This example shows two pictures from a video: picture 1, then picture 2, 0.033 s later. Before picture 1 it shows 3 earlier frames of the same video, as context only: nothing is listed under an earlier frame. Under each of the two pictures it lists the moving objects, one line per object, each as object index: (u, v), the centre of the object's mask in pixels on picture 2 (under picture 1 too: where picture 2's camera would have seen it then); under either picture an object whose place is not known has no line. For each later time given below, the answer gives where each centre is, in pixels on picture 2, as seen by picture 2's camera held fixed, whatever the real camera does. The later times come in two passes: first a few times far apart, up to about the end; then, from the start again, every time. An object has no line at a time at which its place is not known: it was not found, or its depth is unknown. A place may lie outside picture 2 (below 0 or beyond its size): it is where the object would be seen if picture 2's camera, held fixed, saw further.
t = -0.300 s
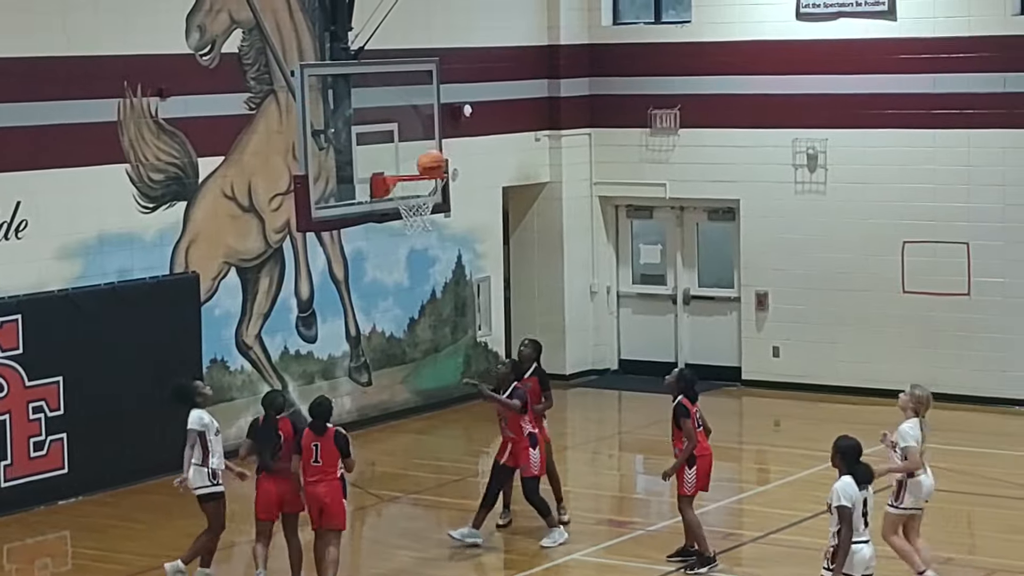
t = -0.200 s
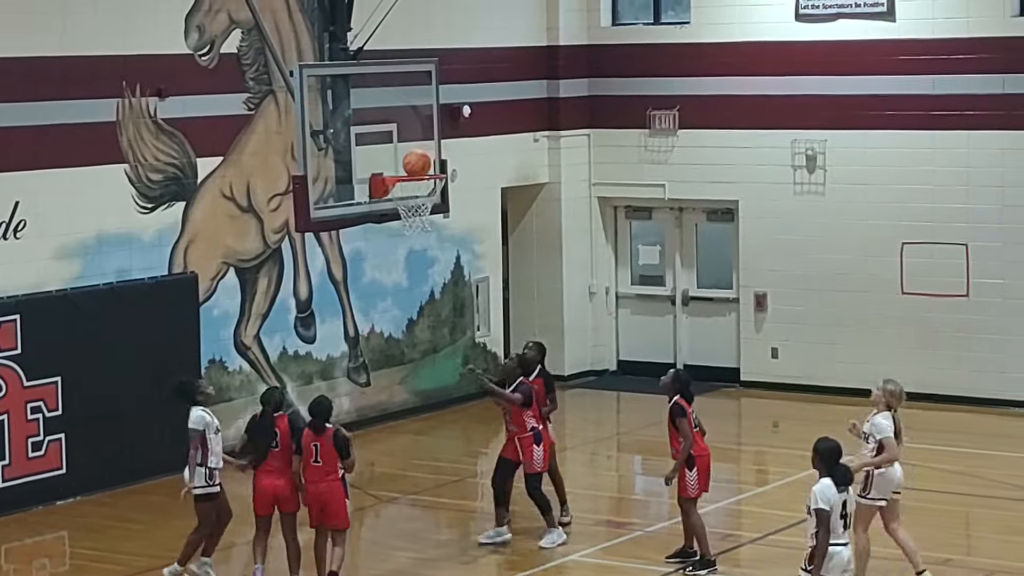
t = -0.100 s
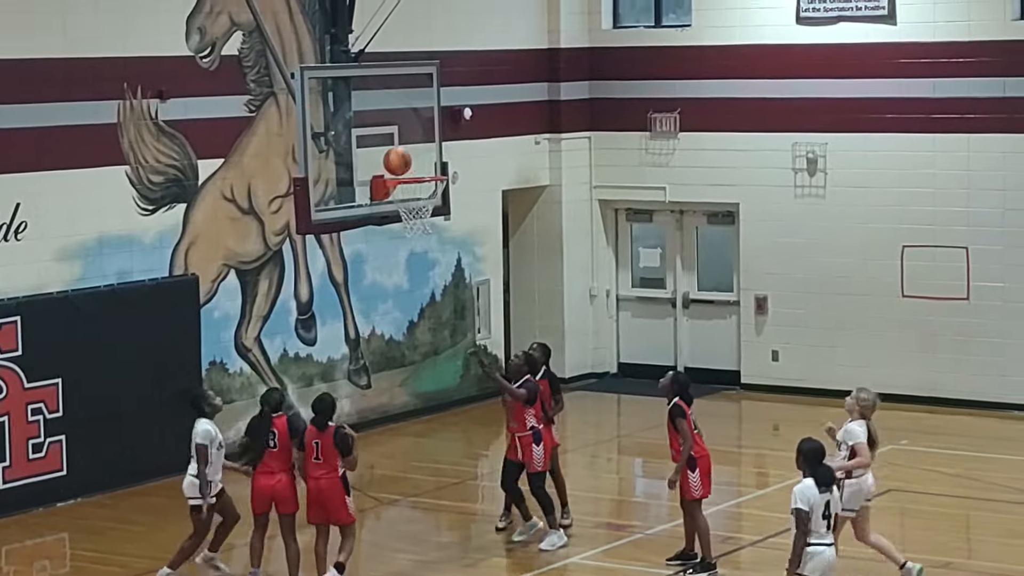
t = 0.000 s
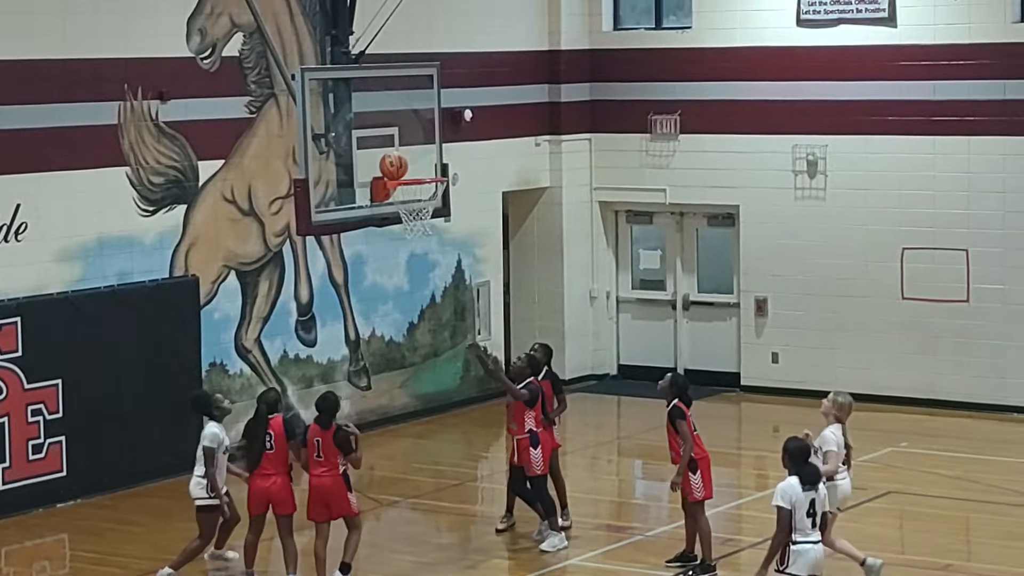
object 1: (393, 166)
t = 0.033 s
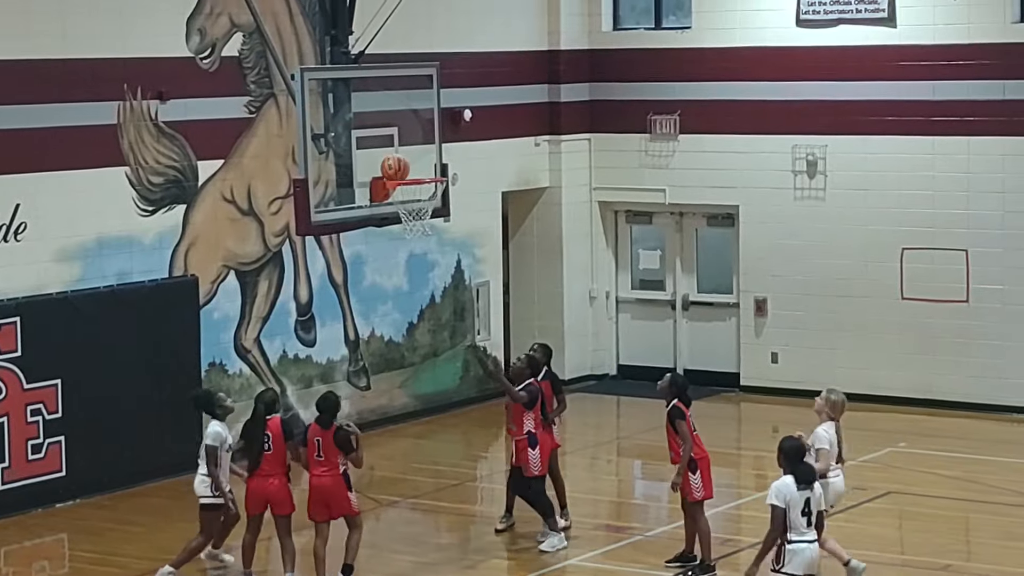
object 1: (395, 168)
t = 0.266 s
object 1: (423, 190)
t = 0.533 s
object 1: (435, 212)
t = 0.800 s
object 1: (403, 246)
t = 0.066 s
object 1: (396, 169)
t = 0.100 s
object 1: (399, 171)
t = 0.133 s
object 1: (402, 172)
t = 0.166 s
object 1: (406, 178)
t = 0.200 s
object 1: (412, 182)
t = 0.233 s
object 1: (417, 185)
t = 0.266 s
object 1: (423, 190)
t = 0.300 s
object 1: (429, 195)
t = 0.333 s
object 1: (433, 199)
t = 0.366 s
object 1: (436, 202)
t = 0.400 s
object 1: (437, 204)
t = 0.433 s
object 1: (438, 206)
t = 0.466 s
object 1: (439, 206)
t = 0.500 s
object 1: (437, 206)
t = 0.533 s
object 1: (435, 212)
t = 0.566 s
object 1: (433, 215)
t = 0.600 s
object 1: (427, 218)
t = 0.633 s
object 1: (425, 221)
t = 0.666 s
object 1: (421, 226)
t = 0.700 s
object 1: (414, 229)
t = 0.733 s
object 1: (410, 233)
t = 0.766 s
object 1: (406, 241)
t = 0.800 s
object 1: (403, 246)
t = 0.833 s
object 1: (399, 254)
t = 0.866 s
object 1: (395, 264)
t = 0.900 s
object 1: (391, 275)
